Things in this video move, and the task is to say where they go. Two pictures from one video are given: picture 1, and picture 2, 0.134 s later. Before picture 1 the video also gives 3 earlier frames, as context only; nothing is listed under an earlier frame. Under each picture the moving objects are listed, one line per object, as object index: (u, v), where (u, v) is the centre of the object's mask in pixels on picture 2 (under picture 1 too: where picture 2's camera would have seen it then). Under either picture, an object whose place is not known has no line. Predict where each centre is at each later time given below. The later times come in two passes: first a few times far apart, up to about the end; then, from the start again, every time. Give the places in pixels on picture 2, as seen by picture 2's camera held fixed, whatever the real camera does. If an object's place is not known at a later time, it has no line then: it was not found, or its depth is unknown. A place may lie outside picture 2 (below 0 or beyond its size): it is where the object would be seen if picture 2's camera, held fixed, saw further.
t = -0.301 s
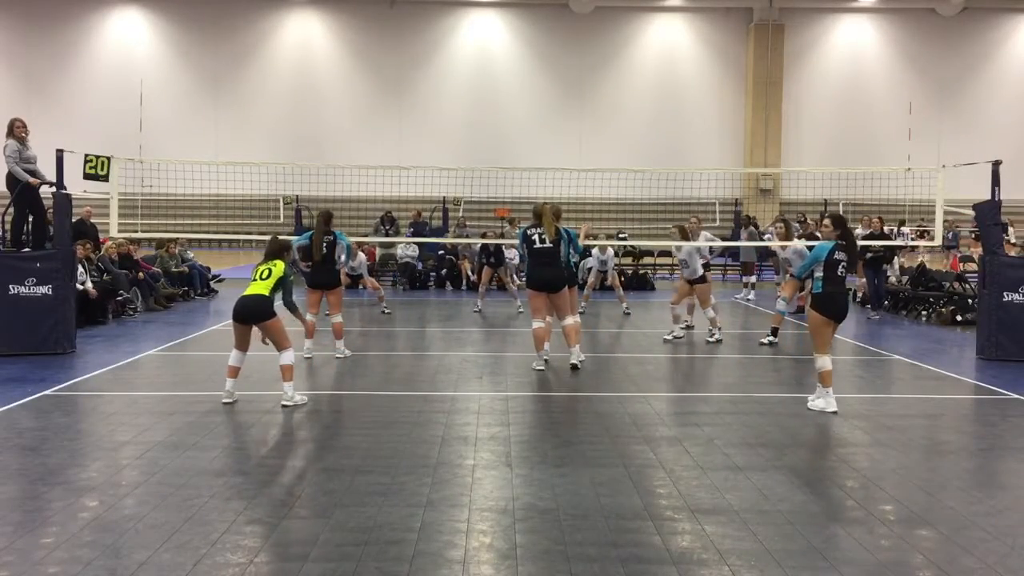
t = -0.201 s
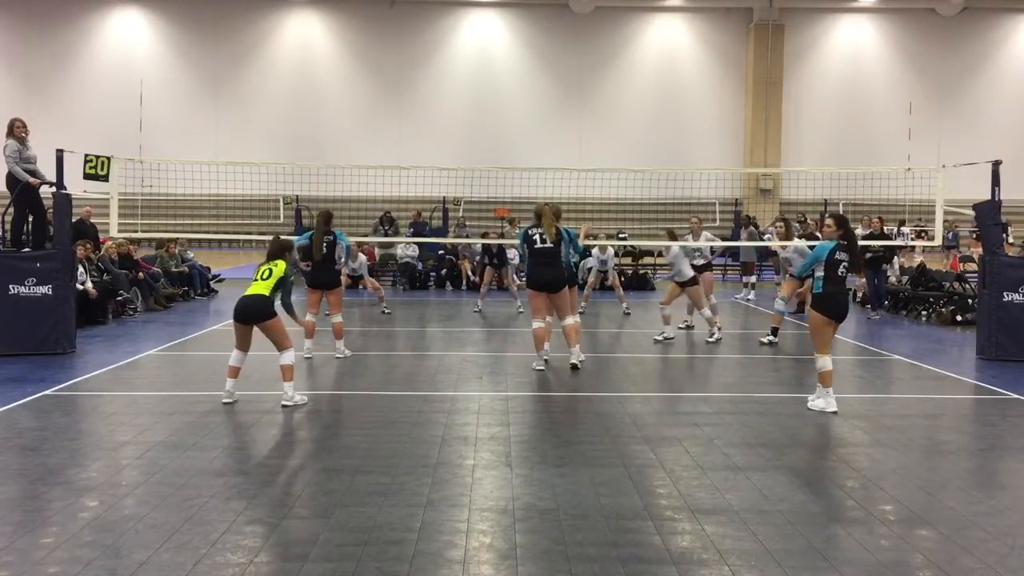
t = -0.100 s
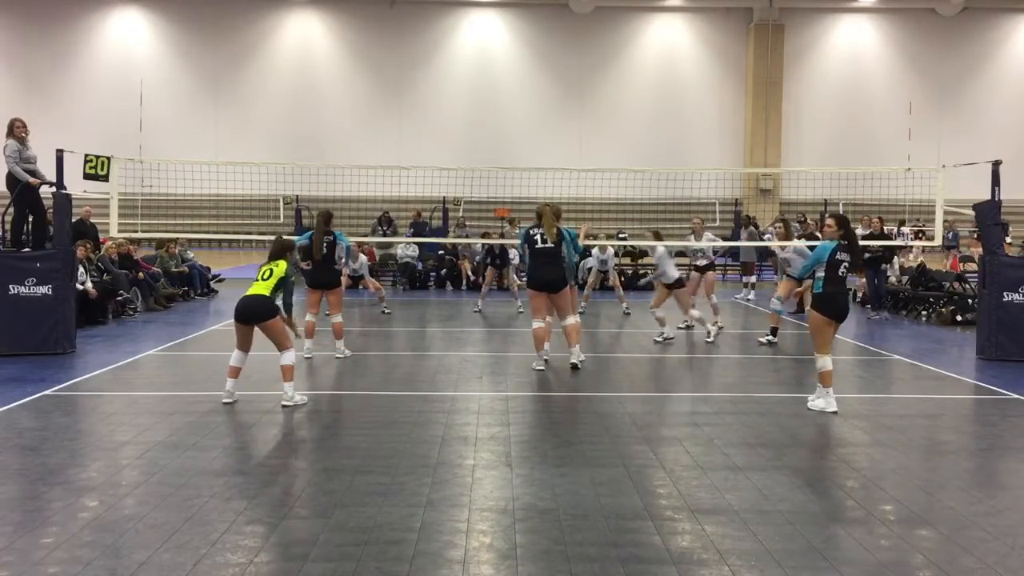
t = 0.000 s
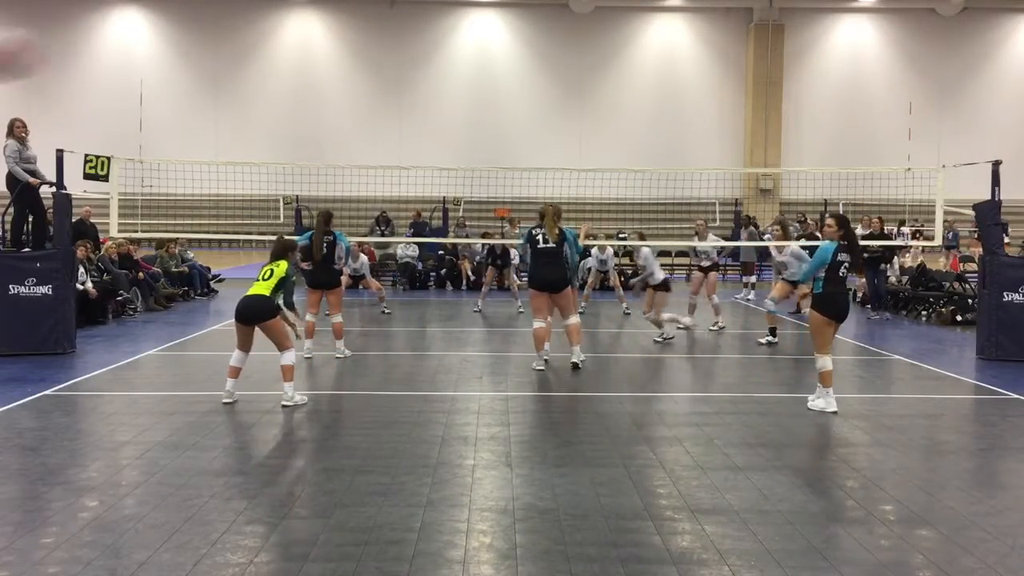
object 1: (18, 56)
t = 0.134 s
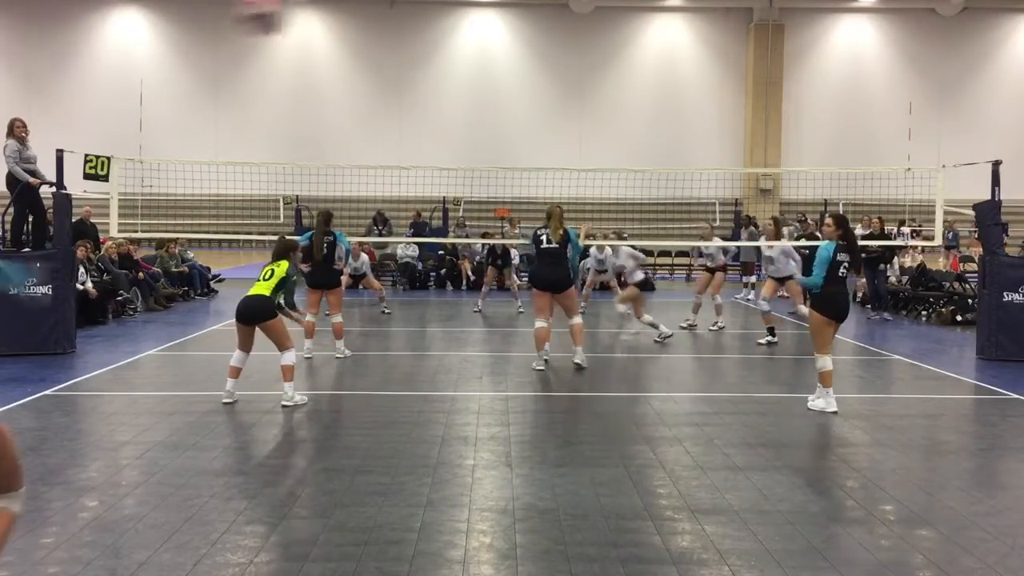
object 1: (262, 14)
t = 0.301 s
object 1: (425, 15)
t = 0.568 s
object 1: (539, 68)
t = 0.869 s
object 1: (590, 150)
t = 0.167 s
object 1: (307, 12)
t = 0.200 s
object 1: (347, 12)
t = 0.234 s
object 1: (377, 12)
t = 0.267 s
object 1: (402, 12)
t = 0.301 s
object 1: (425, 15)
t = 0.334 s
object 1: (446, 21)
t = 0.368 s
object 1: (465, 25)
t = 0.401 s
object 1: (481, 30)
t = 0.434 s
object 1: (496, 36)
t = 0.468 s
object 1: (509, 44)
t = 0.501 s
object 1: (520, 51)
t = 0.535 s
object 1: (530, 60)
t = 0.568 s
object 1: (539, 68)
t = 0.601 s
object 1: (547, 76)
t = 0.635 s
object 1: (554, 85)
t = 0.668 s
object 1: (560, 93)
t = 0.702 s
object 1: (567, 102)
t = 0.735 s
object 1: (573, 111)
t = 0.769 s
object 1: (578, 121)
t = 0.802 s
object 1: (582, 132)
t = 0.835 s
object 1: (586, 141)
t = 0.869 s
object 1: (590, 150)
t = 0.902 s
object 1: (595, 160)
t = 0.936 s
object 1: (597, 171)
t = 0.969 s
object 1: (601, 182)
